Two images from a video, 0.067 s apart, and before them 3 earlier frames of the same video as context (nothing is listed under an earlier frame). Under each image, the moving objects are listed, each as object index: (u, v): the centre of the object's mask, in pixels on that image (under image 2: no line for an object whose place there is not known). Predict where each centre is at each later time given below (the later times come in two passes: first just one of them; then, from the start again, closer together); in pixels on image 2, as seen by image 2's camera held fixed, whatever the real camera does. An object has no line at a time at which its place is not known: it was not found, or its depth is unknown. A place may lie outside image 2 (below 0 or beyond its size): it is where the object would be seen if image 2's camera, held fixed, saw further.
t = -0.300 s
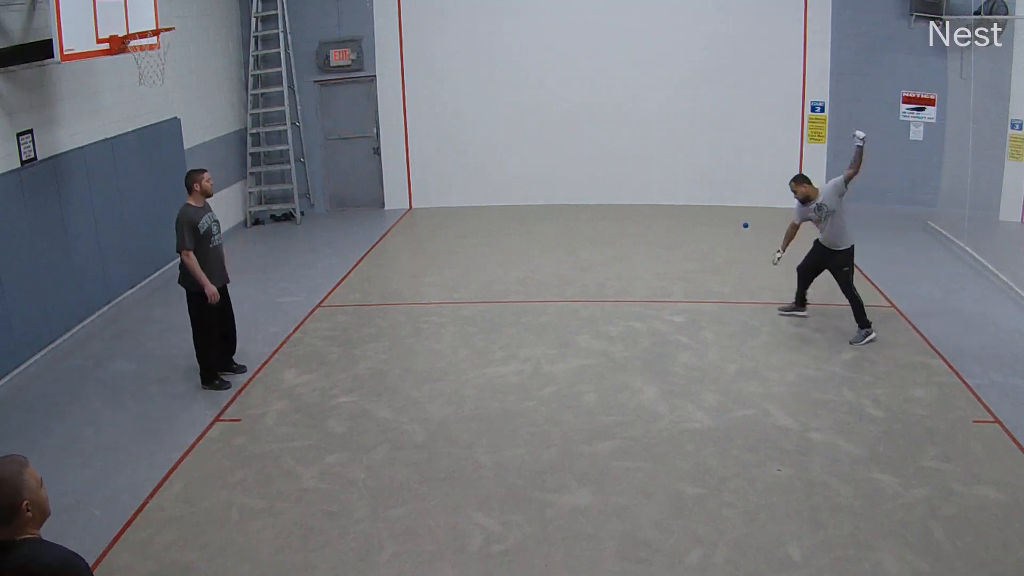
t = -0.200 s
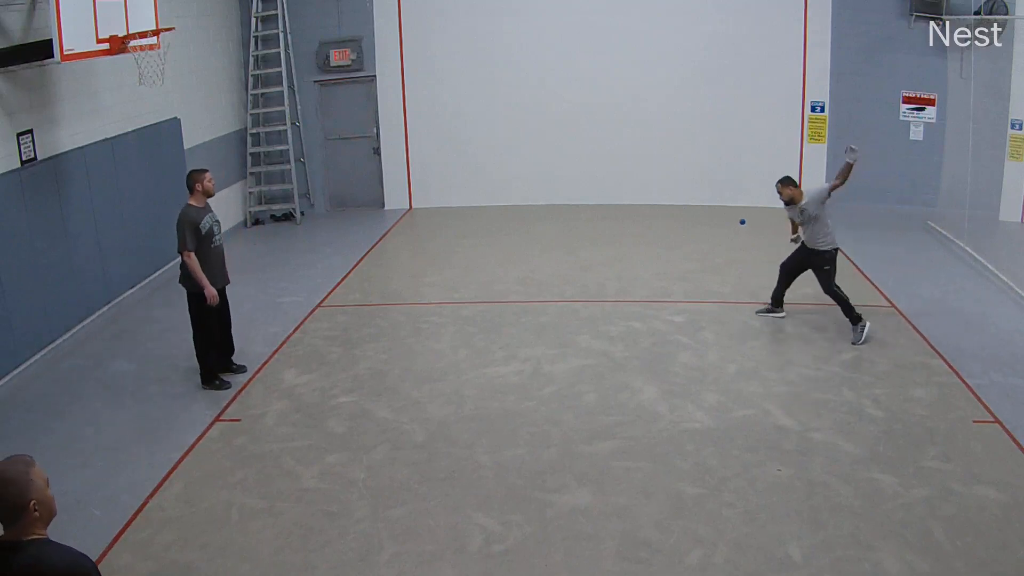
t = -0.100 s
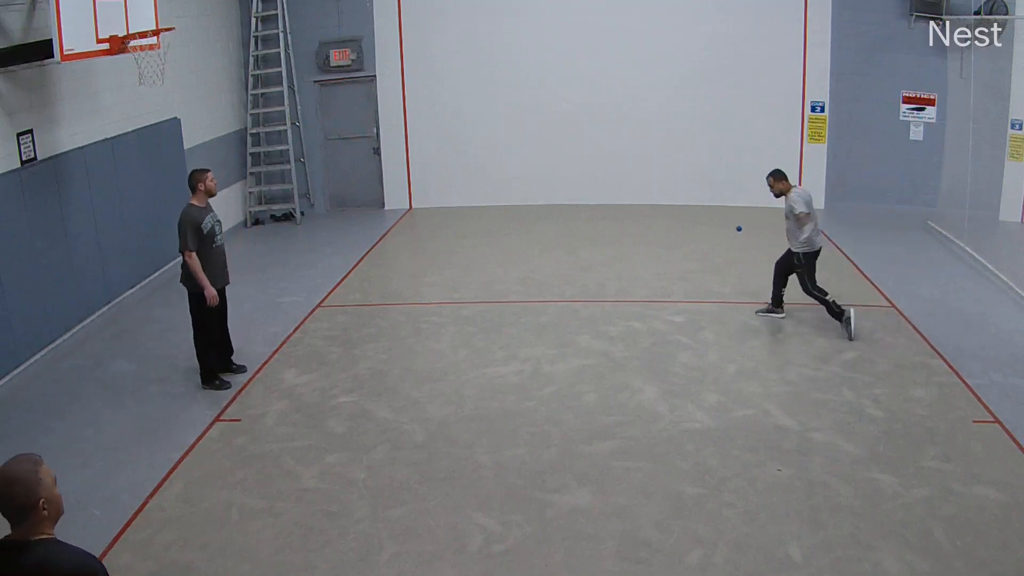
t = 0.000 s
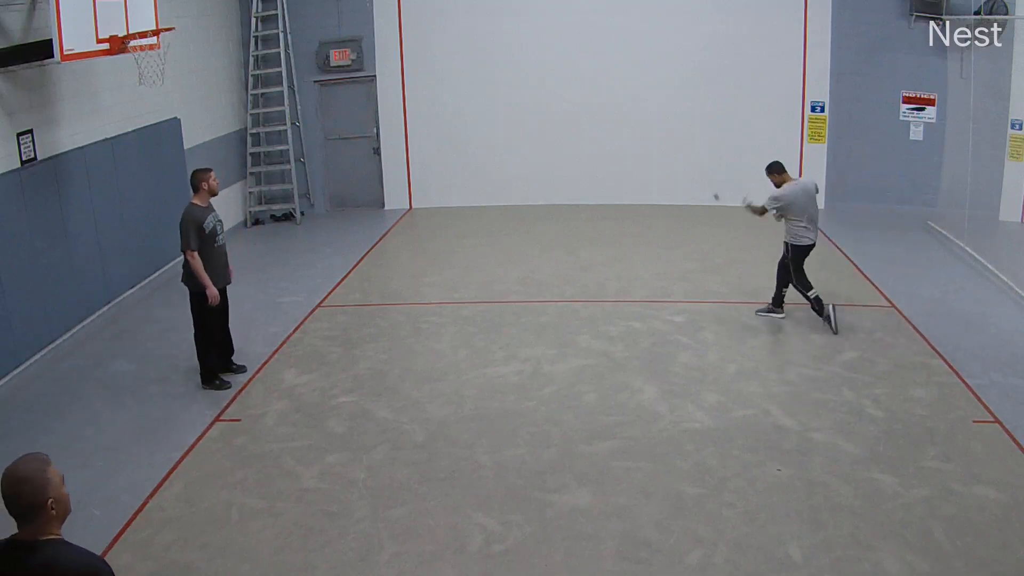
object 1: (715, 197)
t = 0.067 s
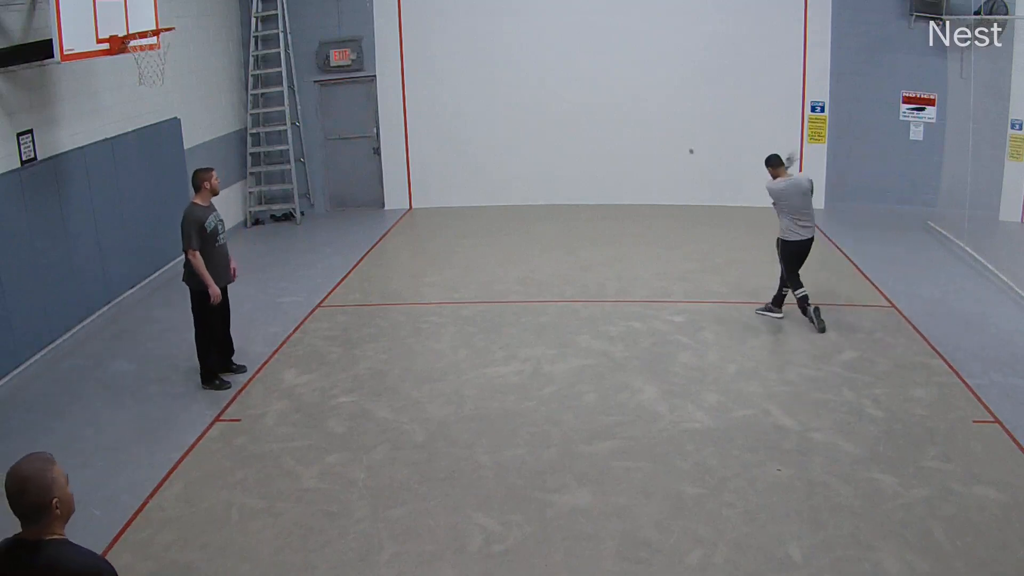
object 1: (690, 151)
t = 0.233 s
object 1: (649, 91)
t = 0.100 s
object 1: (680, 134)
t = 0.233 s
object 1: (649, 91)
